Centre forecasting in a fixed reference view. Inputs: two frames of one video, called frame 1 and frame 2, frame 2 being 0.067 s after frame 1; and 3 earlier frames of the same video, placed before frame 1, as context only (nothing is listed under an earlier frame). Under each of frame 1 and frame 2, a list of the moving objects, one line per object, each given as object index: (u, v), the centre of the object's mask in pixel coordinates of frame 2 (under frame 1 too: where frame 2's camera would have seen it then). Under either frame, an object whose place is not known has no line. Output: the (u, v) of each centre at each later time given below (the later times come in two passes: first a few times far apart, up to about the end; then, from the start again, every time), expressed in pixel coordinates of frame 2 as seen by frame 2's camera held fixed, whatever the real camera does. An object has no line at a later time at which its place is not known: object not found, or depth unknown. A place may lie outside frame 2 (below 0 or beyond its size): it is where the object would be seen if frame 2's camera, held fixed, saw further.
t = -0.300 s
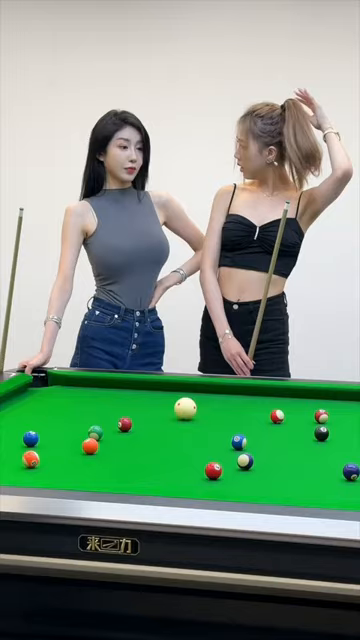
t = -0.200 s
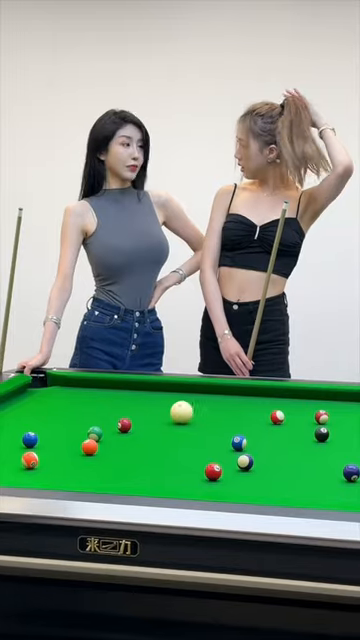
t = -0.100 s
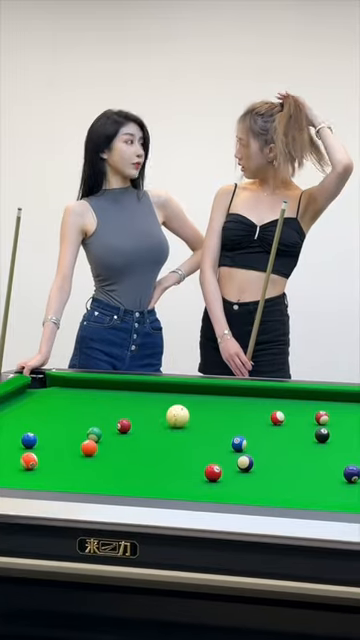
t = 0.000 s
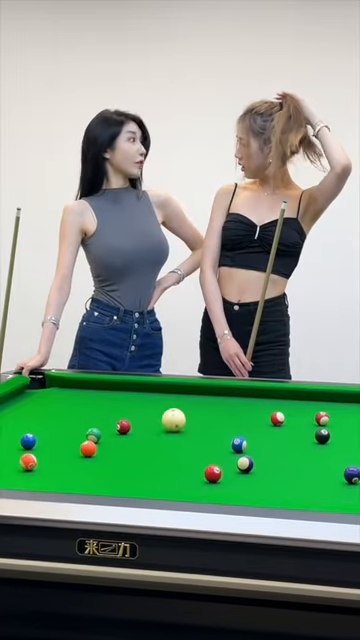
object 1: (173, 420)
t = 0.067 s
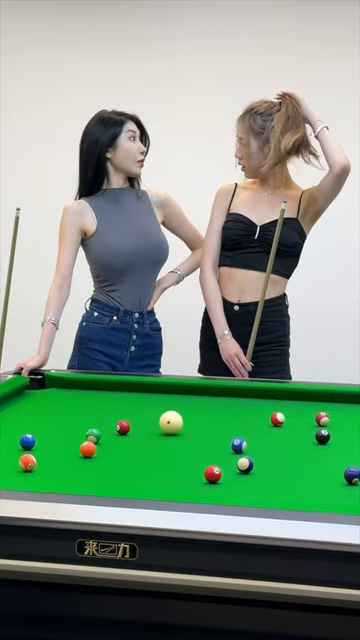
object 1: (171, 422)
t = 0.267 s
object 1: (163, 429)
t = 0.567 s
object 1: (152, 438)
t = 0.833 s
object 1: (140, 447)
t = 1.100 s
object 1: (126, 457)
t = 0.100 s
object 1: (169, 424)
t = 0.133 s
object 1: (168, 424)
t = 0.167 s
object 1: (167, 426)
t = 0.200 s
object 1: (165, 427)
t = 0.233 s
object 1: (164, 428)
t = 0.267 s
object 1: (163, 429)
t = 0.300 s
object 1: (162, 430)
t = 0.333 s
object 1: (160, 431)
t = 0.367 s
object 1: (159, 432)
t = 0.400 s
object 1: (158, 433)
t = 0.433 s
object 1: (156, 434)
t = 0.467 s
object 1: (155, 436)
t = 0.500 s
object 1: (153, 437)
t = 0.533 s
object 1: (153, 437)
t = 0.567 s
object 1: (152, 438)
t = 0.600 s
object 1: (150, 439)
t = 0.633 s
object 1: (149, 440)
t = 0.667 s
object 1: (147, 441)
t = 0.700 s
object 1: (146, 442)
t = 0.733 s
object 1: (144, 443)
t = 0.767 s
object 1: (143, 445)
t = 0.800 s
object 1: (141, 446)
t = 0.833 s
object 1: (140, 447)
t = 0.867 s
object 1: (138, 448)
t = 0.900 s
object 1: (136, 449)
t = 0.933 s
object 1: (135, 450)
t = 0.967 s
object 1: (133, 451)
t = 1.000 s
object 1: (131, 453)
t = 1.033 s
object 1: (130, 454)
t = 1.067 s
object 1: (128, 455)
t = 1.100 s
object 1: (126, 457)
